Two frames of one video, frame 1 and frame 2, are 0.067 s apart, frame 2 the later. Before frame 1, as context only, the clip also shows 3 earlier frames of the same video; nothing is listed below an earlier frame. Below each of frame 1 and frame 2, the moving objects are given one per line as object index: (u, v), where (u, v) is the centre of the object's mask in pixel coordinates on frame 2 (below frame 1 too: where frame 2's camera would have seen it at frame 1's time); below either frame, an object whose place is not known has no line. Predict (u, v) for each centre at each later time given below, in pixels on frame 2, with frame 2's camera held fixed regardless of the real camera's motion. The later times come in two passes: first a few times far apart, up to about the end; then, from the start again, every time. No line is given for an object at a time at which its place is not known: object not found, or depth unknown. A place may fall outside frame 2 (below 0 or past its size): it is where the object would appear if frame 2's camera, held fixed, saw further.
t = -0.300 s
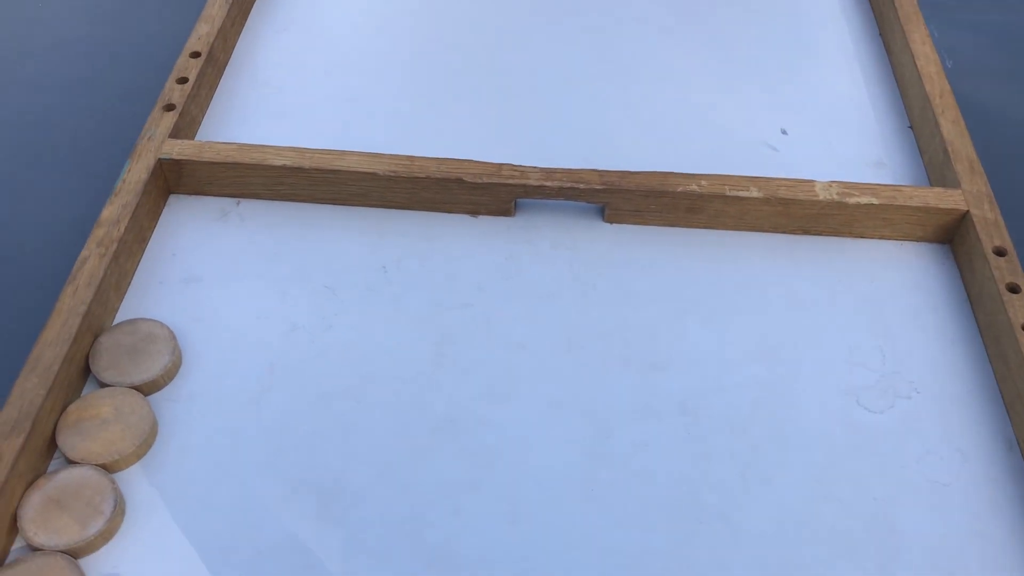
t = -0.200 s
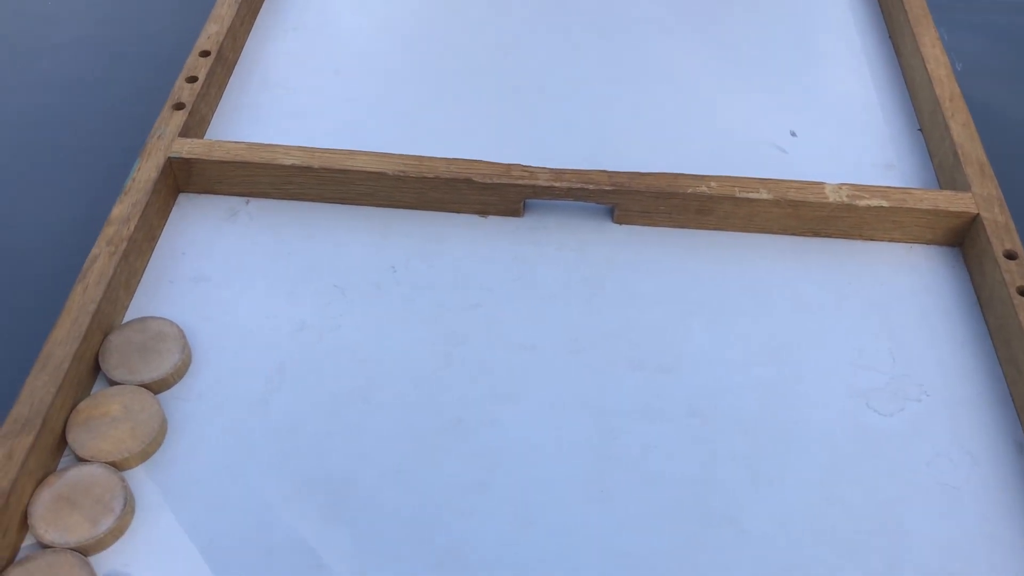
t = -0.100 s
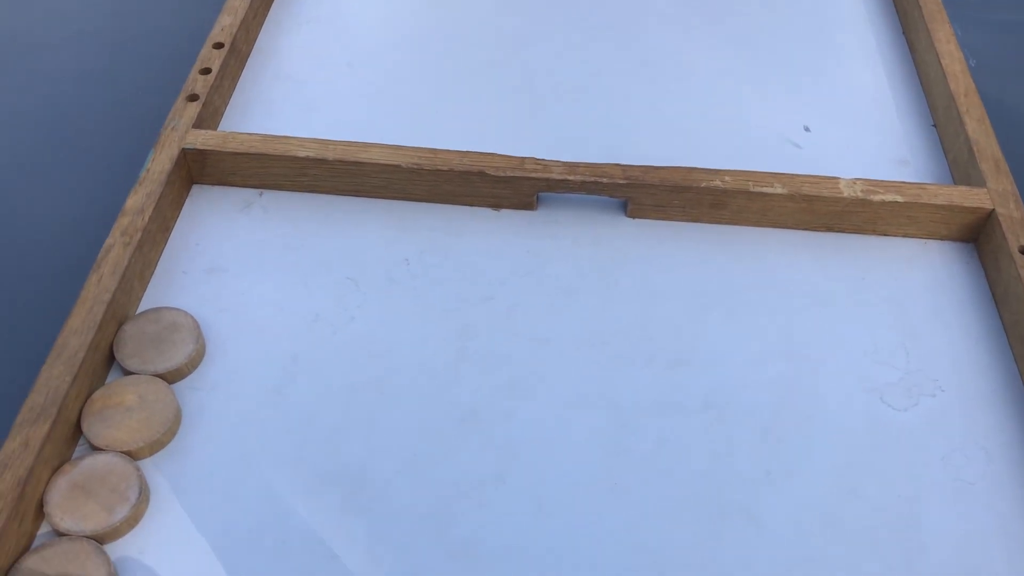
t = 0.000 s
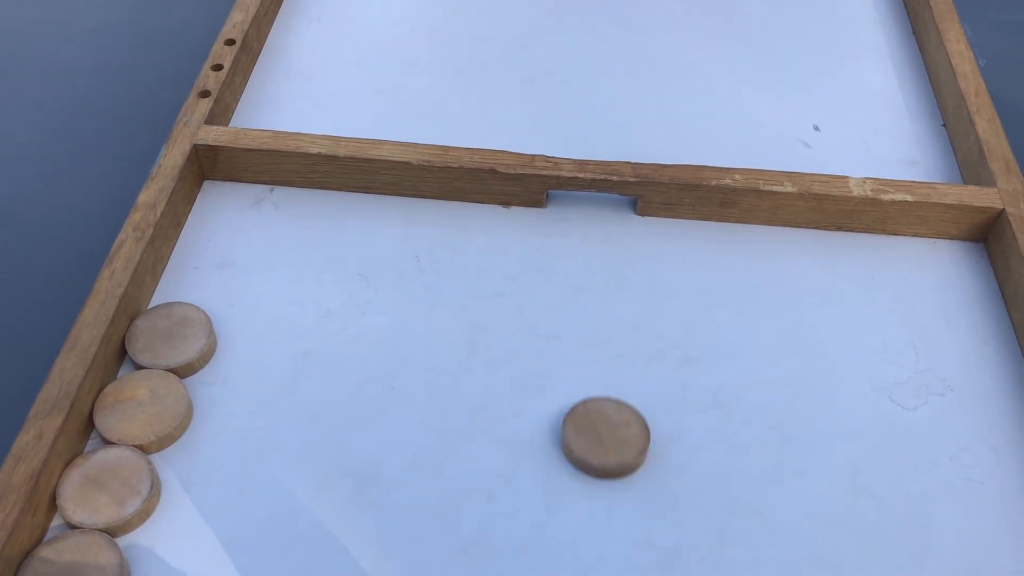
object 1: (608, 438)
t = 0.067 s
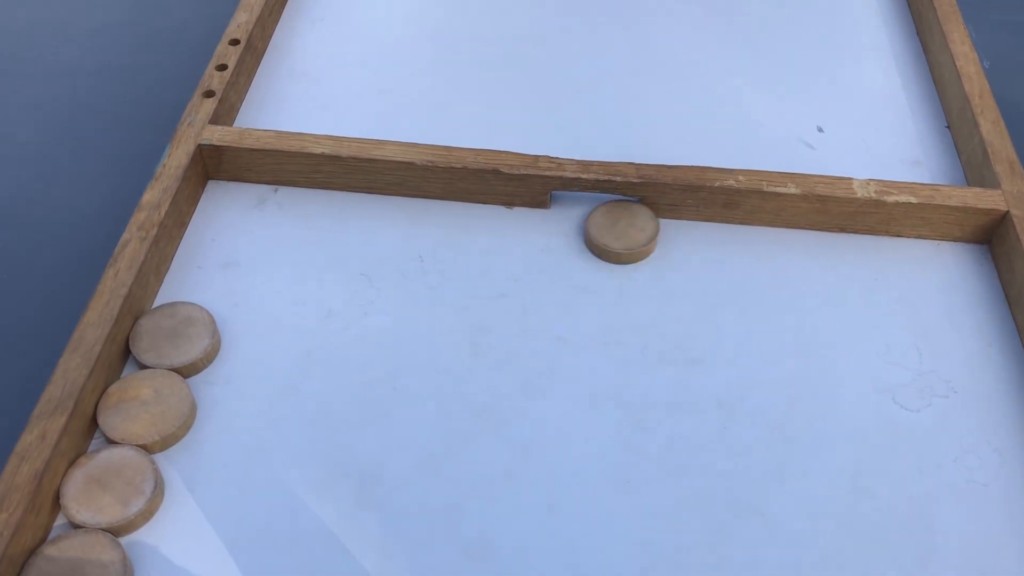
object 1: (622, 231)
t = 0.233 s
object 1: (383, 286)
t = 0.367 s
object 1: (275, 329)
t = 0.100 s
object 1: (570, 242)
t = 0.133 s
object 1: (519, 253)
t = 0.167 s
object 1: (471, 264)
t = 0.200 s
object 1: (426, 275)
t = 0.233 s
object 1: (383, 286)
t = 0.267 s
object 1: (341, 298)
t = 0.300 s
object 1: (303, 309)
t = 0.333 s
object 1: (267, 321)
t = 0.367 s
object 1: (275, 329)
